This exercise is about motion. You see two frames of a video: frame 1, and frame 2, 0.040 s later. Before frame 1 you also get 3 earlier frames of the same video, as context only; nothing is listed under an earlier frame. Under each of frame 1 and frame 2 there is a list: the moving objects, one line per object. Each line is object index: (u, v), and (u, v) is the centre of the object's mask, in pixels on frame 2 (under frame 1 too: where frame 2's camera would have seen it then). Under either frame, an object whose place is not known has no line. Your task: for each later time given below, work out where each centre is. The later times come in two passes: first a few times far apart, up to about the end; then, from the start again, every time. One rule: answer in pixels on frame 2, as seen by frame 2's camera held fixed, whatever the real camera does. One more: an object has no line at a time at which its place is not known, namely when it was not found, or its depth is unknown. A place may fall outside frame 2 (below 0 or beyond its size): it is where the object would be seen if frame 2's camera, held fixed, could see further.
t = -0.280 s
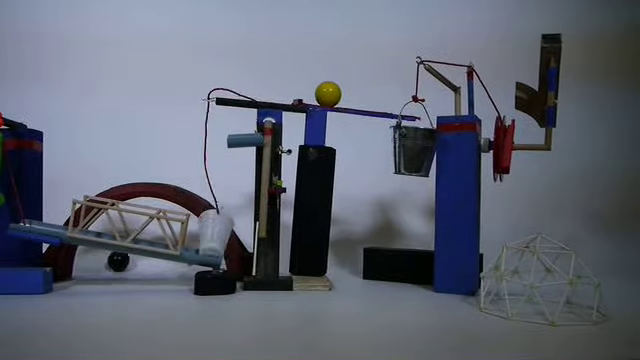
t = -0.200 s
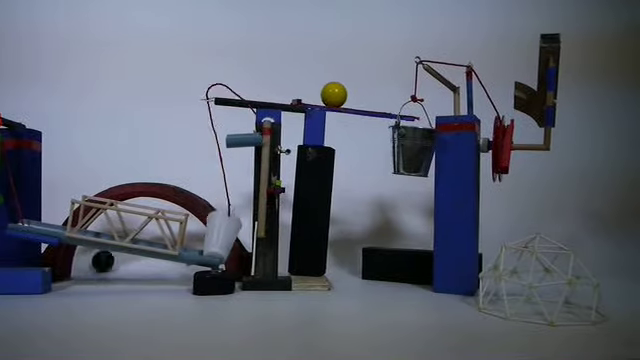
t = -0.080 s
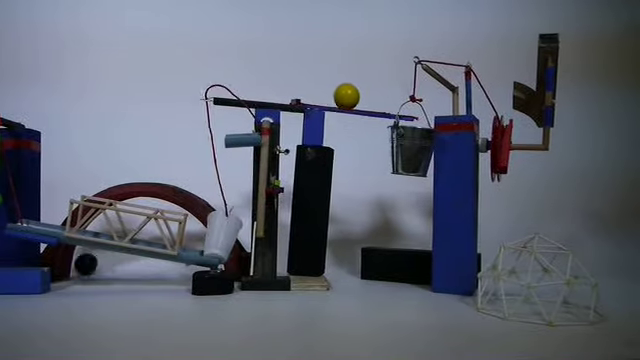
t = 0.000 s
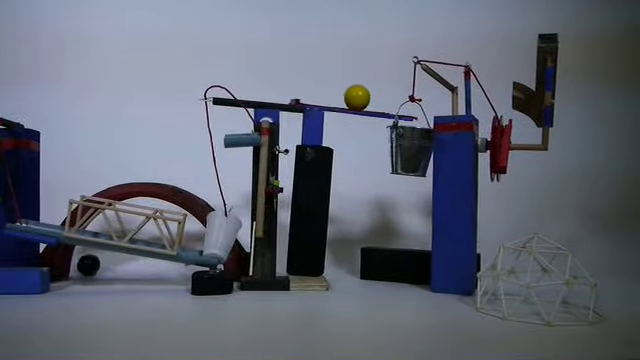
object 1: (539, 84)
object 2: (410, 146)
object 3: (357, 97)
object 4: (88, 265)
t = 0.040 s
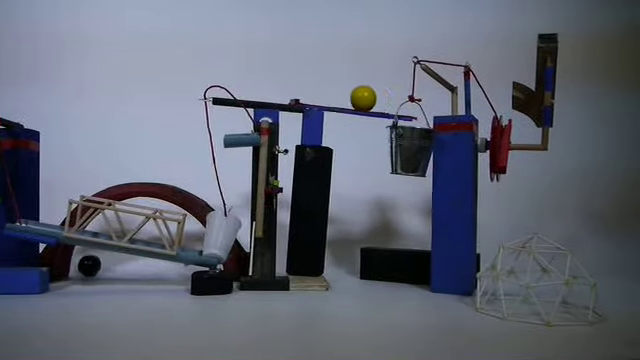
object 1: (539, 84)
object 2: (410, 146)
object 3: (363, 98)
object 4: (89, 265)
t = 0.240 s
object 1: (539, 84)
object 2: (410, 147)
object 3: (403, 102)
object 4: (92, 267)
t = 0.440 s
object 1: (539, 84)
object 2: (410, 146)
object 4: (92, 268)
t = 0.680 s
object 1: (538, 76)
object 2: (412, 155)
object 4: (88, 269)
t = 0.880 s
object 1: (533, 85)
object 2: (409, 167)
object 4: (82, 270)
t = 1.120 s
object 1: (535, 177)
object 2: (404, 209)
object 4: (75, 272)
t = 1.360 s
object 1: (534, 177)
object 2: (408, 203)
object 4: (69, 272)
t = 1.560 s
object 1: (534, 177)
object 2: (410, 204)
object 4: (66, 271)
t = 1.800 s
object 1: (534, 177)
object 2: (410, 204)
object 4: (67, 271)
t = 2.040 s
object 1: (534, 177)
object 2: (407, 203)
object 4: (67, 271)
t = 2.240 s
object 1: (534, 177)
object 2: (407, 202)
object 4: (66, 271)
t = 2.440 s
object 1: (534, 177)
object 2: (407, 202)
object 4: (62, 272)
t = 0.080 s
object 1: (539, 84)
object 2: (410, 140)
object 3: (370, 98)
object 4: (90, 266)
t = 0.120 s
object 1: (539, 84)
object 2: (410, 140)
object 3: (378, 99)
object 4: (91, 266)
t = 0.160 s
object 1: (539, 84)
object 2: (410, 141)
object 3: (386, 100)
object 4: (91, 266)
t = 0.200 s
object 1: (539, 84)
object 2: (410, 147)
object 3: (395, 101)
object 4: (92, 267)
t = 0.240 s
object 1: (539, 84)
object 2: (410, 147)
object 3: (403, 102)
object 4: (92, 267)
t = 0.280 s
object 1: (539, 84)
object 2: (410, 147)
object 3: (408, 104)
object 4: (93, 267)
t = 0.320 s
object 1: (539, 84)
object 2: (409, 145)
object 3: (412, 107)
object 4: (93, 267)
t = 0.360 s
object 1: (539, 84)
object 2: (409, 145)
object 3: (415, 110)
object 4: (93, 268)
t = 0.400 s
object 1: (539, 84)
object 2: (408, 147)
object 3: (418, 118)
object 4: (93, 268)
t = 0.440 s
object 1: (539, 84)
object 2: (410, 146)
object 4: (92, 268)
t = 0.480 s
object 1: (539, 84)
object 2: (412, 149)
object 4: (92, 268)
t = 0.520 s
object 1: (537, 81)
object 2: (412, 144)
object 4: (91, 268)
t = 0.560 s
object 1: (538, 80)
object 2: (412, 147)
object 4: (90, 269)
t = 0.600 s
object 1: (538, 78)
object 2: (412, 150)
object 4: (89, 269)
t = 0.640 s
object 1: (537, 77)
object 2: (412, 151)
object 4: (88, 269)
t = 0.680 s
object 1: (538, 76)
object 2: (412, 155)
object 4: (88, 269)
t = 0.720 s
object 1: (537, 75)
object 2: (412, 156)
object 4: (87, 269)
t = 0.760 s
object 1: (536, 75)
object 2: (411, 158)
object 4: (86, 270)
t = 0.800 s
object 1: (536, 75)
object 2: (411, 160)
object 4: (84, 270)
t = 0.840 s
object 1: (534, 78)
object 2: (410, 162)
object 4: (83, 270)
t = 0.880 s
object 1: (533, 85)
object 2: (409, 167)
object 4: (82, 270)
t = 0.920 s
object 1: (531, 94)
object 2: (408, 172)
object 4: (81, 271)
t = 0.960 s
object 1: (530, 115)
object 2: (406, 183)
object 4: (79, 271)
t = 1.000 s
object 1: (528, 144)
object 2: (405, 189)
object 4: (78, 271)
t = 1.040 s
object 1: (529, 177)
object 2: (404, 202)
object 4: (77, 271)
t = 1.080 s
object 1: (531, 175)
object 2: (405, 203)
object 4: (76, 272)
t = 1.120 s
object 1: (535, 177)
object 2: (404, 209)
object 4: (75, 272)
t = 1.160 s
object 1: (534, 177)
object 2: (405, 209)
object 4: (74, 272)
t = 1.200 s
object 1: (534, 177)
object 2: (405, 209)
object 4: (73, 272)
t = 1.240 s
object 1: (534, 177)
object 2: (406, 209)
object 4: (73, 272)
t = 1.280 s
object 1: (534, 177)
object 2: (406, 210)
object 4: (72, 272)
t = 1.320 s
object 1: (534, 177)
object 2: (407, 203)
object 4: (70, 272)
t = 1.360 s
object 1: (534, 177)
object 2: (408, 203)
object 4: (69, 272)
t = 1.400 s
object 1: (534, 177)
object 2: (408, 203)
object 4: (68, 272)
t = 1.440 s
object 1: (534, 177)
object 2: (408, 204)
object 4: (68, 272)
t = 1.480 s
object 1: (534, 177)
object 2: (409, 204)
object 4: (67, 271)
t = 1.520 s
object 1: (534, 177)
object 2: (409, 210)
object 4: (66, 271)
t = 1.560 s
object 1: (534, 177)
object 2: (410, 204)
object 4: (66, 271)
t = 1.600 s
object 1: (534, 177)
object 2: (410, 204)
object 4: (66, 271)
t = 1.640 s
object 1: (534, 177)
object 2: (410, 204)
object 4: (67, 271)
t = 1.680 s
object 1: (534, 177)
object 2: (410, 204)
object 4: (67, 271)
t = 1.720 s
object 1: (534, 177)
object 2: (410, 204)
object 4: (67, 271)
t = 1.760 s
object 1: (534, 177)
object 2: (410, 204)
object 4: (67, 271)
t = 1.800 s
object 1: (534, 177)
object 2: (410, 204)
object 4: (67, 271)
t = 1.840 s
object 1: (534, 177)
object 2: (409, 204)
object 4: (67, 271)
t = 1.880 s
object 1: (534, 177)
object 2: (409, 204)
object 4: (67, 271)
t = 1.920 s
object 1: (534, 177)
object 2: (409, 204)
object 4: (67, 271)
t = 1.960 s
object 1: (534, 177)
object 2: (408, 204)
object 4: (67, 271)
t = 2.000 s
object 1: (534, 177)
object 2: (408, 203)
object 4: (67, 271)
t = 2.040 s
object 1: (534, 177)
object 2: (407, 203)
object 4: (67, 271)
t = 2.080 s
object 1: (534, 177)
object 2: (407, 203)
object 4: (67, 271)
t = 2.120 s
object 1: (534, 177)
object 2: (407, 203)
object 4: (66, 271)
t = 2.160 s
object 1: (534, 177)
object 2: (407, 202)
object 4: (66, 271)
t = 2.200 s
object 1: (534, 177)
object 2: (407, 202)
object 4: (66, 271)
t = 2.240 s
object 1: (534, 177)
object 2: (407, 202)
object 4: (66, 271)
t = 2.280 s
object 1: (534, 177)
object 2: (407, 202)
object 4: (64, 271)
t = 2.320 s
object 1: (534, 177)
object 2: (407, 202)
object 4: (63, 272)
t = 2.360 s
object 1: (534, 177)
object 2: (407, 202)
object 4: (63, 272)
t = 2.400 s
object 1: (534, 177)
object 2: (407, 202)
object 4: (62, 272)
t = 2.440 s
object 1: (534, 177)
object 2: (407, 202)
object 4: (62, 272)
